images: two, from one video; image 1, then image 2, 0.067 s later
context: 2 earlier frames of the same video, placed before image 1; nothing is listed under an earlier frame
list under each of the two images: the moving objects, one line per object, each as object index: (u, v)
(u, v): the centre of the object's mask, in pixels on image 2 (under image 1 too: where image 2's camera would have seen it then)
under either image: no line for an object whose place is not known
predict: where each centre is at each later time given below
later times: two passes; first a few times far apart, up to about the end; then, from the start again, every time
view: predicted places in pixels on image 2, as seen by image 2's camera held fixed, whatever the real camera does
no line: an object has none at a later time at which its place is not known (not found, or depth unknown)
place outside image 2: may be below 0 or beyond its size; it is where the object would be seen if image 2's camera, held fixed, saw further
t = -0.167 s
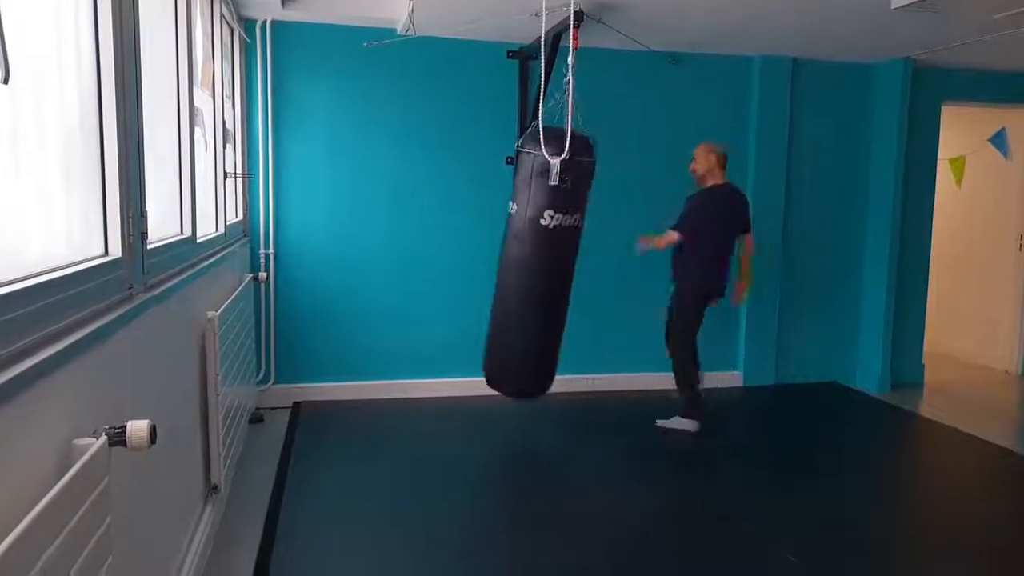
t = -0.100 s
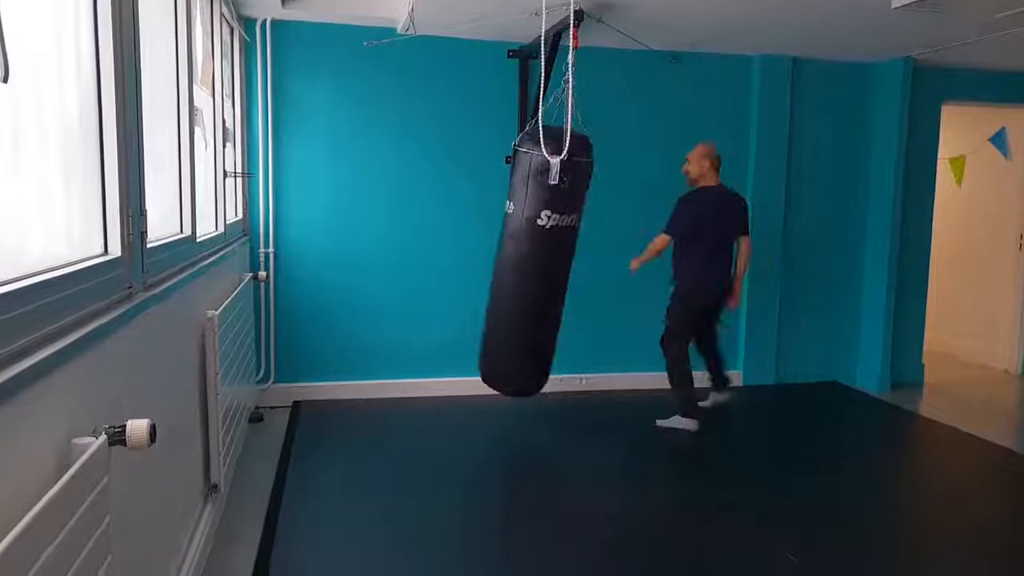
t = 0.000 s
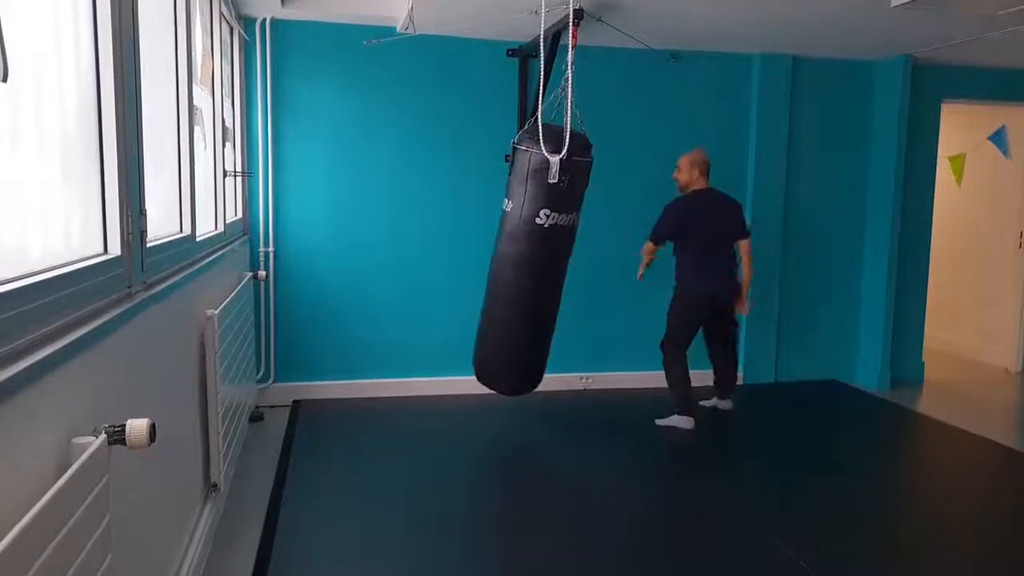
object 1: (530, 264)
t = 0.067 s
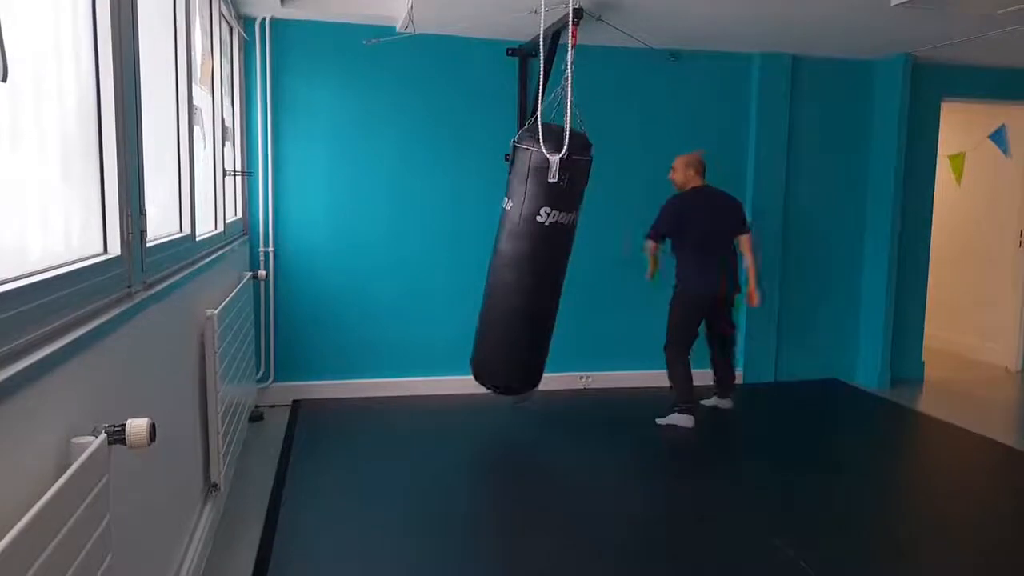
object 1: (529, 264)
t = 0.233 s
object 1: (531, 267)
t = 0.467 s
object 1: (548, 273)
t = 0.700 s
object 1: (572, 276)
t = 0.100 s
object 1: (529, 266)
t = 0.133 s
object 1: (529, 266)
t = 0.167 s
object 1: (529, 266)
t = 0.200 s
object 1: (530, 267)
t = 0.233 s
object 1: (531, 267)
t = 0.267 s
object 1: (533, 268)
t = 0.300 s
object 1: (535, 268)
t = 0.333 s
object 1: (537, 269)
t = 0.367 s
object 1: (540, 270)
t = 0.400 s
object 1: (542, 271)
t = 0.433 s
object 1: (545, 273)
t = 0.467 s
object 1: (548, 273)
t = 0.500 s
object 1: (551, 274)
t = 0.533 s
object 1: (554, 274)
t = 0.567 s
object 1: (557, 275)
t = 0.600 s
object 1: (561, 278)
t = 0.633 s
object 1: (565, 276)
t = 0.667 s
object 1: (568, 276)
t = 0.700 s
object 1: (572, 276)
